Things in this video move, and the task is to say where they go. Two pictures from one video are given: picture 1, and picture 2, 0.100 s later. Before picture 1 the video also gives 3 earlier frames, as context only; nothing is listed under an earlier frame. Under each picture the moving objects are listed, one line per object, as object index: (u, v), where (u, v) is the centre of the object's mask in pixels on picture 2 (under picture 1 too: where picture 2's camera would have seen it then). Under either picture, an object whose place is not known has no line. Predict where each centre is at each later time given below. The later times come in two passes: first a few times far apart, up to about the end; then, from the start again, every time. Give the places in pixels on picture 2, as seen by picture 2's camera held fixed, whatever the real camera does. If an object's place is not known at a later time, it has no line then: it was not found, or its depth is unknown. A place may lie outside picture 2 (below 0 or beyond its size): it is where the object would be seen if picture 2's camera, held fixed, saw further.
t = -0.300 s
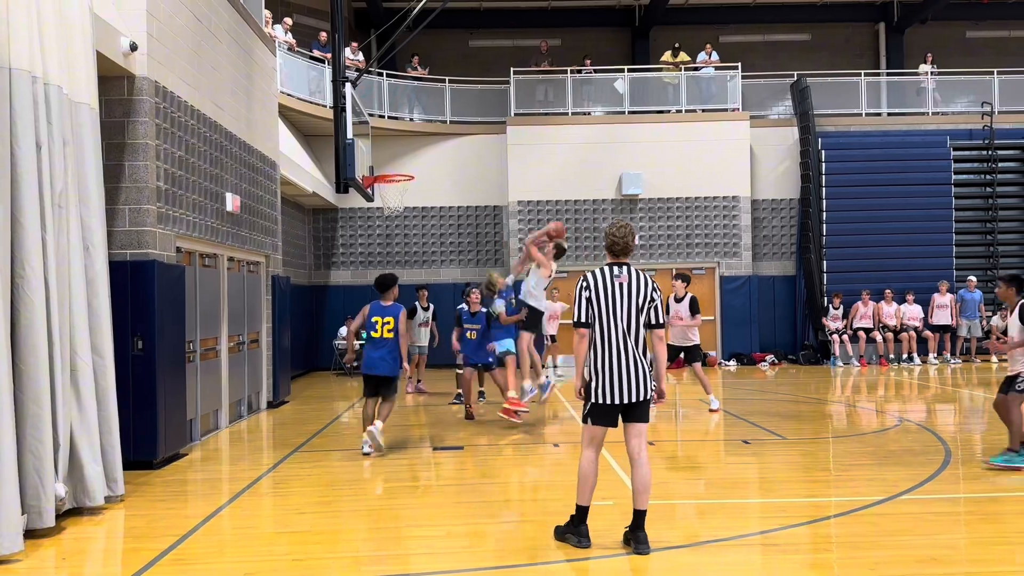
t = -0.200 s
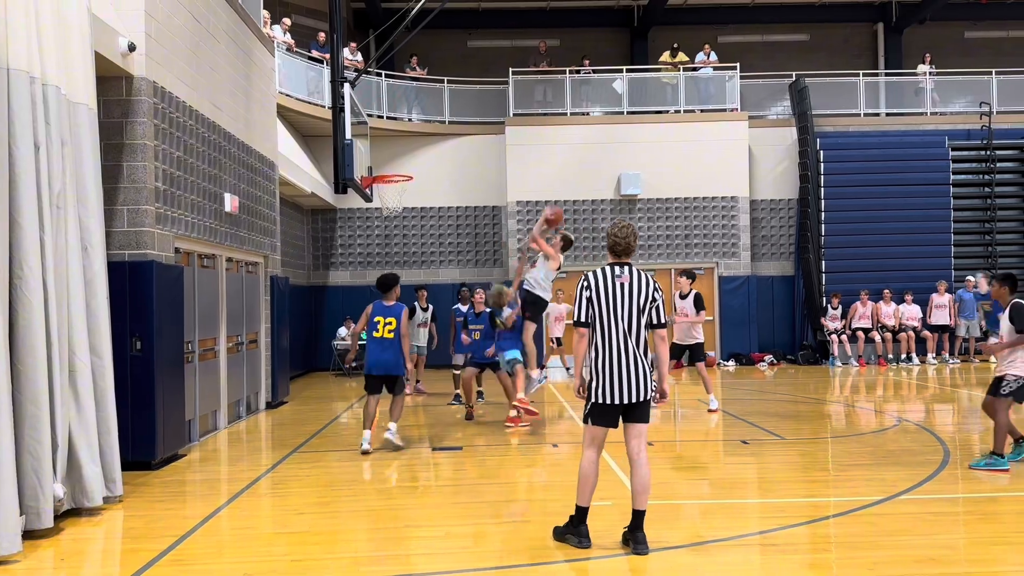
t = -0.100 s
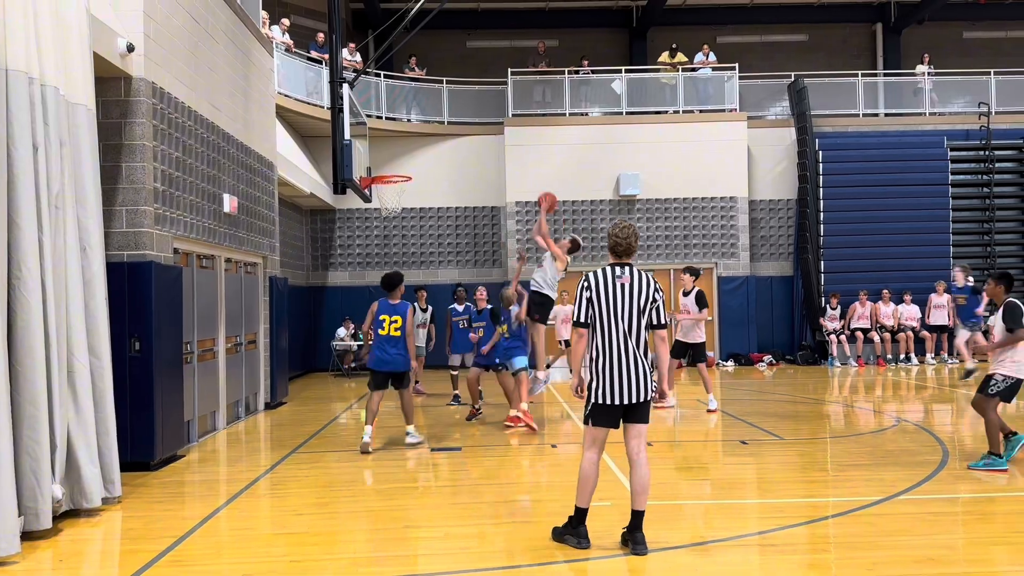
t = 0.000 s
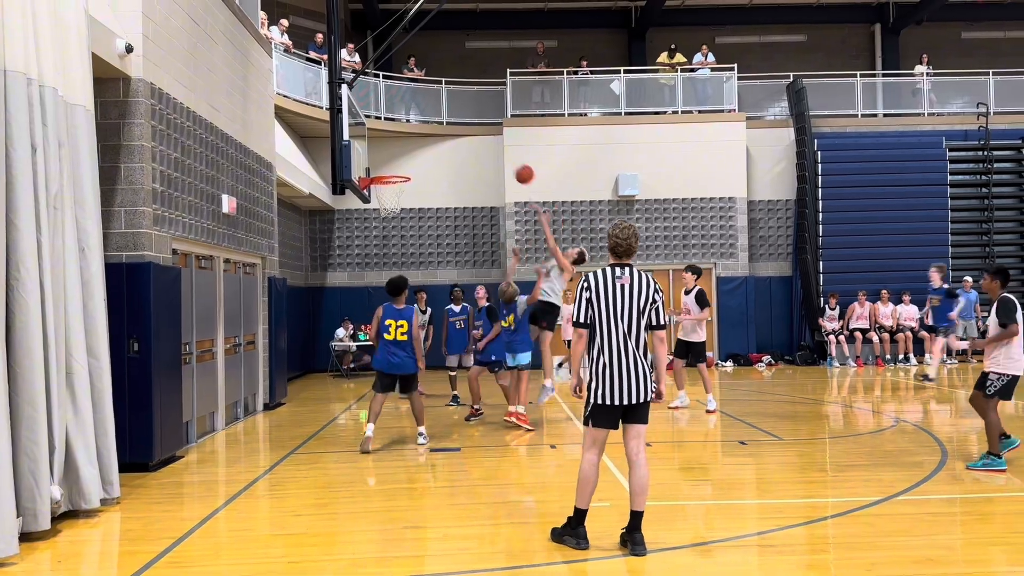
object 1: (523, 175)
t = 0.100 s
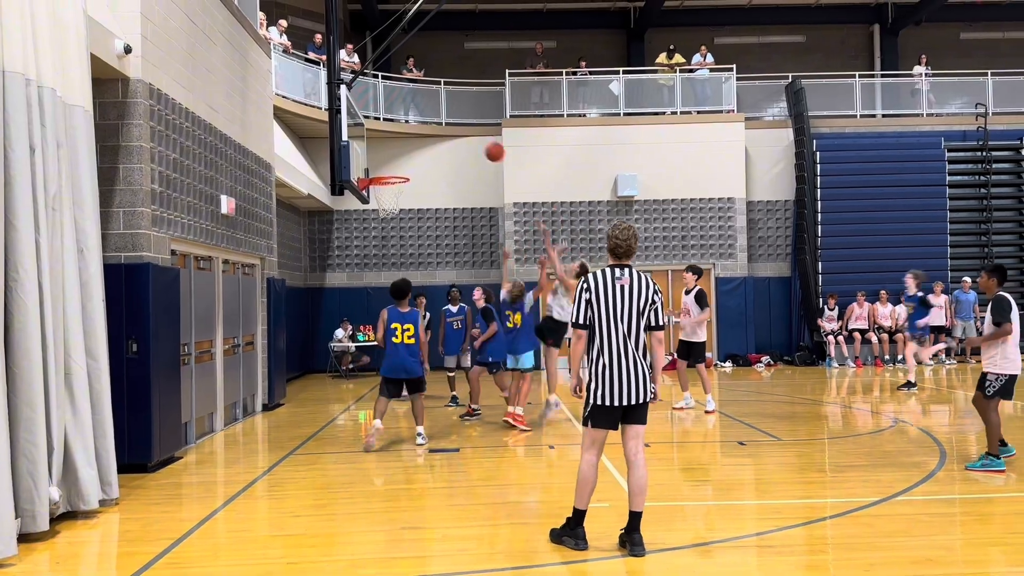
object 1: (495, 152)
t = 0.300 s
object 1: (439, 130)
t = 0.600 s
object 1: (370, 155)
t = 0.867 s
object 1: (387, 204)
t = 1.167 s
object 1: (375, 250)
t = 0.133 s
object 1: (485, 146)
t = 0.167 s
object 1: (476, 142)
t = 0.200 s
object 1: (467, 138)
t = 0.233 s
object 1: (457, 134)
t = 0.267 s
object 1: (448, 132)
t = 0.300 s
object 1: (439, 130)
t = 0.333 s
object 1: (430, 130)
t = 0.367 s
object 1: (421, 130)
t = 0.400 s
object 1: (412, 131)
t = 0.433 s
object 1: (403, 133)
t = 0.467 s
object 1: (395, 136)
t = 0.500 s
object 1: (385, 140)
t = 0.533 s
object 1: (377, 144)
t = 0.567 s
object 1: (369, 150)
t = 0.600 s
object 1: (370, 155)
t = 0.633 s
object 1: (378, 161)
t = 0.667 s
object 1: (385, 167)
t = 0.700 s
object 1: (394, 174)
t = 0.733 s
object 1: (399, 184)
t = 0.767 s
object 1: (396, 188)
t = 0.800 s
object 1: (392, 194)
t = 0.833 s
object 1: (389, 199)
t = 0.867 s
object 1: (387, 204)
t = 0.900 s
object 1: (384, 208)
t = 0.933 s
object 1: (383, 212)
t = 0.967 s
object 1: (382, 217)
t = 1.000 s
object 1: (381, 219)
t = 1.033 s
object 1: (380, 222)
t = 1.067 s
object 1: (378, 229)
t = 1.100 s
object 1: (377, 234)
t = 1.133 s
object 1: (376, 242)
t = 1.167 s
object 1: (375, 250)
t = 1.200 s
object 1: (375, 259)
